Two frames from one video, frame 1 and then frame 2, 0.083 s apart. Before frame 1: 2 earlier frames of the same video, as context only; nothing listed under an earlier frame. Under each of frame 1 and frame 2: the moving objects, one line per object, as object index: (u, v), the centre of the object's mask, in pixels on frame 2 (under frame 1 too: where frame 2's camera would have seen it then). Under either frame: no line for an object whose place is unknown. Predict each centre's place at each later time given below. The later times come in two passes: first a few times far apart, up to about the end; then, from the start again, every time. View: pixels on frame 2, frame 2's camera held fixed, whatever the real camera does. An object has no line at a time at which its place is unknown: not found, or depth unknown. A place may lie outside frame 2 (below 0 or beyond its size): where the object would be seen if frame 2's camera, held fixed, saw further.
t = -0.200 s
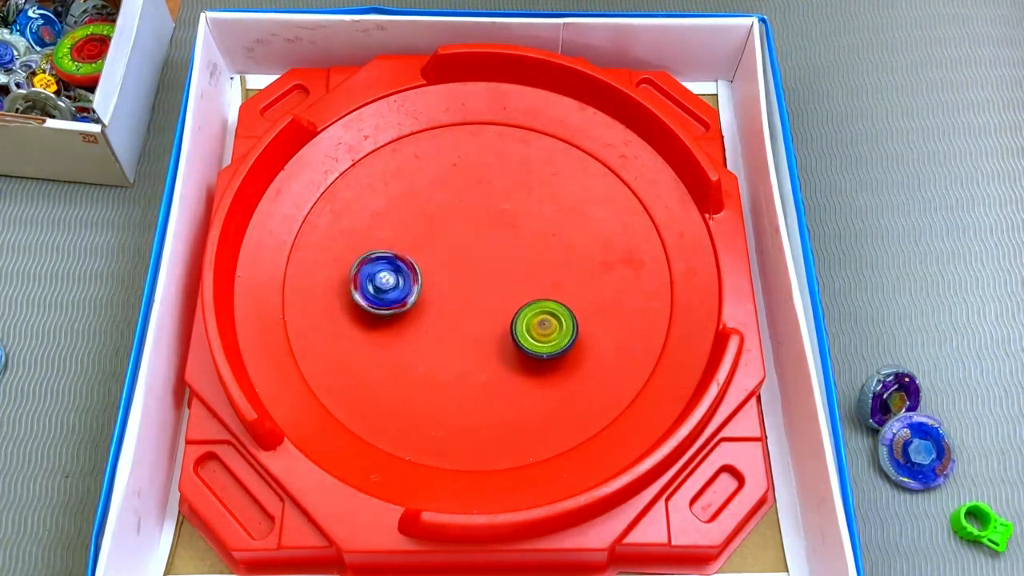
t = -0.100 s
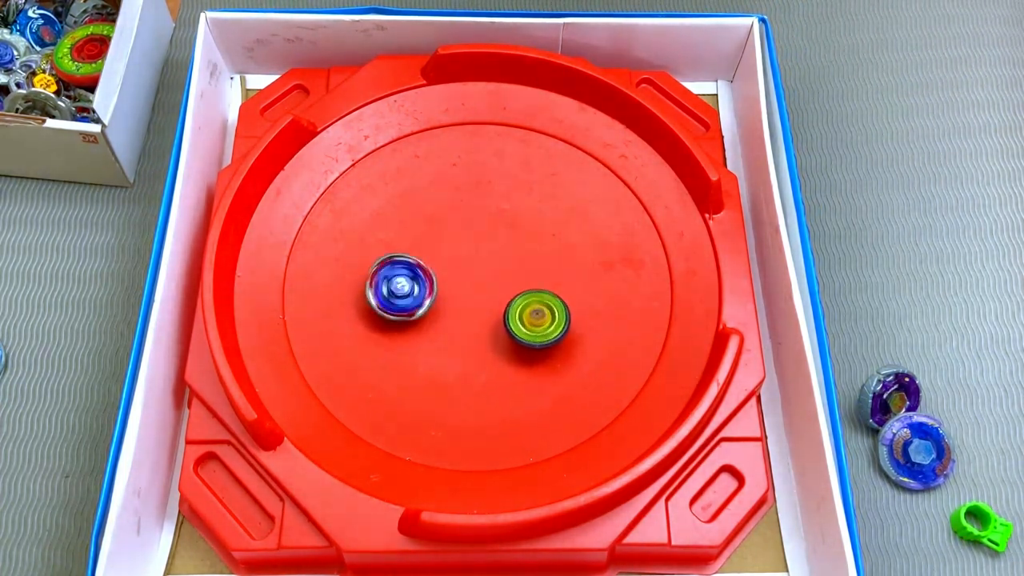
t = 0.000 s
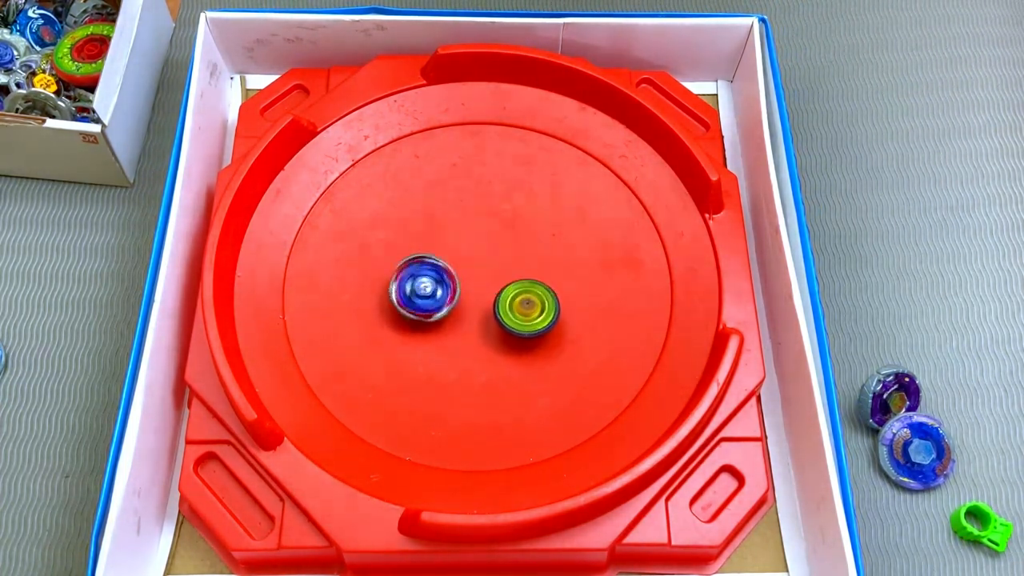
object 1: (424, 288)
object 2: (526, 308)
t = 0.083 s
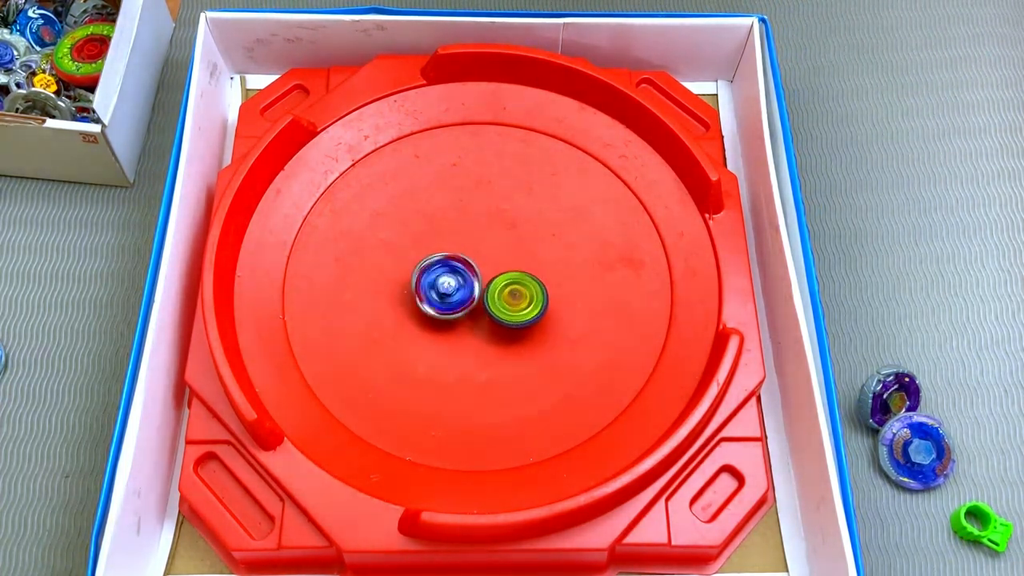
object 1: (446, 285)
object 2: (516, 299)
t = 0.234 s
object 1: (456, 261)
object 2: (532, 293)
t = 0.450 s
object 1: (457, 242)
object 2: (526, 281)
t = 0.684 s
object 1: (466, 242)
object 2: (510, 290)
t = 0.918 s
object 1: (474, 246)
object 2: (513, 320)
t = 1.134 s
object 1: (488, 261)
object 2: (501, 332)
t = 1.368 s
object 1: (501, 256)
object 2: (474, 378)
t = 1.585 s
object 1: (514, 238)
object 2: (457, 394)
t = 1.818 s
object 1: (504, 249)
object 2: (449, 370)
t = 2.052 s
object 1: (488, 268)
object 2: (441, 330)
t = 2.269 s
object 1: (493, 262)
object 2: (413, 325)
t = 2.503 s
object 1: (487, 267)
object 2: (427, 302)
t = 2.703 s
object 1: (499, 276)
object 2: (429, 295)
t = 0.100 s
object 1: (448, 283)
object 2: (517, 299)
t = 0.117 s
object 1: (451, 281)
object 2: (518, 298)
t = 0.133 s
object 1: (452, 278)
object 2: (522, 298)
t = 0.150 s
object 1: (454, 274)
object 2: (527, 298)
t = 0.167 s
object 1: (455, 272)
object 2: (529, 298)
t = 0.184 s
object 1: (455, 269)
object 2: (531, 297)
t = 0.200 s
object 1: (455, 267)
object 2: (531, 295)
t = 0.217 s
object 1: (455, 265)
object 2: (532, 294)
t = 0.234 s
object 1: (456, 261)
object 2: (532, 293)
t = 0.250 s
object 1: (457, 258)
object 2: (533, 291)
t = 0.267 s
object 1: (458, 256)
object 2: (533, 291)
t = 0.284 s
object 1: (458, 254)
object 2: (533, 289)
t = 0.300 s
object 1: (458, 251)
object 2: (532, 288)
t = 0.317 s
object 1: (458, 249)
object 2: (532, 287)
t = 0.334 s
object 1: (458, 247)
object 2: (531, 286)
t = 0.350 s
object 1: (458, 245)
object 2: (531, 285)
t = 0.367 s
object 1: (458, 245)
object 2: (530, 284)
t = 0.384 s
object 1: (457, 244)
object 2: (530, 283)
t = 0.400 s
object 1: (457, 243)
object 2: (529, 283)
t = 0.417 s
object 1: (457, 242)
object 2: (528, 282)
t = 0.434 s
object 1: (457, 242)
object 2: (527, 281)
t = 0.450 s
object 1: (457, 242)
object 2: (526, 281)
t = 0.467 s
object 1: (458, 241)
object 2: (524, 280)
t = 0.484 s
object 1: (460, 242)
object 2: (523, 280)
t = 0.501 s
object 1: (461, 243)
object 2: (522, 279)
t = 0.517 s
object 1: (461, 243)
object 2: (520, 279)
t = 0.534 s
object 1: (462, 244)
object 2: (518, 279)
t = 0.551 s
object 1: (462, 243)
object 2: (518, 281)
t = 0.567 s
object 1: (463, 242)
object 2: (517, 282)
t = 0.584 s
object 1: (463, 242)
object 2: (516, 283)
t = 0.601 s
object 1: (464, 242)
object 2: (515, 284)
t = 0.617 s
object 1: (464, 243)
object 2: (514, 285)
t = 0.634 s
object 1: (465, 243)
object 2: (513, 287)
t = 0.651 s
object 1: (465, 242)
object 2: (512, 288)
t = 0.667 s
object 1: (465, 243)
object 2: (511, 289)
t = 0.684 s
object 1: (466, 242)
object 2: (510, 290)
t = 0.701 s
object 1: (468, 243)
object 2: (509, 291)
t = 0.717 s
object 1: (469, 244)
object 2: (509, 294)
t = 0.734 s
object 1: (469, 242)
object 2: (510, 299)
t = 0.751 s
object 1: (469, 242)
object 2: (511, 303)
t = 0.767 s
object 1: (470, 241)
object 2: (512, 305)
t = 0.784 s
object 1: (469, 241)
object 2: (513, 307)
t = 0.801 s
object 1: (469, 241)
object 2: (513, 309)
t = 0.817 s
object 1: (470, 241)
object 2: (513, 311)
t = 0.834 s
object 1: (472, 242)
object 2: (513, 313)
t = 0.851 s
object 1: (472, 243)
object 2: (513, 314)
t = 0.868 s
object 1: (471, 244)
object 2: (513, 316)
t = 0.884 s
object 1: (472, 245)
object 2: (513, 317)
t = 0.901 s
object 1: (473, 245)
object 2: (513, 319)
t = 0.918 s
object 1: (474, 246)
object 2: (513, 320)
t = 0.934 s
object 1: (476, 246)
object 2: (512, 321)
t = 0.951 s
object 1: (478, 247)
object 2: (512, 322)
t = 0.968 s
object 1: (479, 249)
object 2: (512, 324)
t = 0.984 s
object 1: (480, 250)
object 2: (511, 324)
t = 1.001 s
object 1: (480, 251)
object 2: (510, 326)
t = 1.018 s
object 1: (480, 251)
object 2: (510, 326)
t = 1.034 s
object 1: (482, 252)
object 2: (509, 327)
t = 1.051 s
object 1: (484, 253)
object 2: (508, 328)
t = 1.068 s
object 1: (485, 255)
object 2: (507, 329)
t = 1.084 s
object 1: (485, 257)
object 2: (505, 329)
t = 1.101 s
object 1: (485, 258)
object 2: (504, 330)
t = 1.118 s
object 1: (486, 259)
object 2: (503, 331)
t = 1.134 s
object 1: (488, 261)
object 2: (501, 332)
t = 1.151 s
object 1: (489, 263)
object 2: (500, 332)
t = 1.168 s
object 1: (490, 265)
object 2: (498, 333)
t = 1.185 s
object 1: (490, 267)
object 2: (497, 333)
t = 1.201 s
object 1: (490, 268)
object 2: (496, 333)
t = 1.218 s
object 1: (491, 269)
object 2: (494, 333)
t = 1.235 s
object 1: (491, 272)
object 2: (493, 334)
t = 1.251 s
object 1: (493, 269)
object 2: (490, 340)
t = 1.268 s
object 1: (495, 266)
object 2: (486, 350)
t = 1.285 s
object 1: (497, 263)
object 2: (482, 358)
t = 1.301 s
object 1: (499, 262)
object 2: (479, 364)
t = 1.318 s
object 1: (499, 261)
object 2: (477, 369)
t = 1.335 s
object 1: (500, 260)
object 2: (475, 373)
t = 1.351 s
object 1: (501, 258)
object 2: (474, 375)
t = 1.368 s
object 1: (501, 256)
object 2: (474, 378)
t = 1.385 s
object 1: (502, 254)
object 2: (472, 380)
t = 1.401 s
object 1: (505, 252)
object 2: (471, 383)
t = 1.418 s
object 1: (507, 249)
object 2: (470, 385)
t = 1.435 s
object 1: (509, 248)
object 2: (469, 386)
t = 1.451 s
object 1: (510, 247)
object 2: (468, 388)
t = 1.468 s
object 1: (511, 246)
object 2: (466, 390)
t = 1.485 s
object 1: (512, 244)
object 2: (465, 391)
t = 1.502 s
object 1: (512, 243)
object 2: (464, 392)
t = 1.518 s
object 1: (513, 241)
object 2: (462, 393)
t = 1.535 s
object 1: (514, 240)
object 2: (461, 393)
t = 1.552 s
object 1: (514, 240)
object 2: (460, 394)
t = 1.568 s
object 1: (514, 239)
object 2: (458, 394)
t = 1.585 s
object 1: (514, 238)
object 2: (457, 394)
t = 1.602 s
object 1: (515, 237)
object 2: (456, 394)
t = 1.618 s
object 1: (515, 237)
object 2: (456, 393)
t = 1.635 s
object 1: (515, 236)
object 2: (455, 392)
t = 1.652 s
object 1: (515, 237)
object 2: (454, 391)
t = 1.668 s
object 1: (514, 237)
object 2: (453, 390)
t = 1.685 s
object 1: (513, 238)
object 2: (452, 389)
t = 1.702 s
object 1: (511, 239)
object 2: (452, 387)
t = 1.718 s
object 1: (510, 239)
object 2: (451, 386)
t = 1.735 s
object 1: (509, 239)
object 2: (450, 383)
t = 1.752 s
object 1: (509, 240)
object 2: (450, 381)
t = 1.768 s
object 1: (508, 242)
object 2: (449, 378)
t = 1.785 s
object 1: (507, 244)
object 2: (449, 375)
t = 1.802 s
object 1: (505, 247)
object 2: (449, 373)
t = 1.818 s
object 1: (504, 249)
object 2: (449, 370)
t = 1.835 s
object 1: (502, 251)
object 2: (449, 366)
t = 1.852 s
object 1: (501, 252)
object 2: (449, 363)
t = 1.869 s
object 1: (500, 253)
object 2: (449, 360)
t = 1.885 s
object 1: (500, 254)
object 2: (448, 356)
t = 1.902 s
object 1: (499, 256)
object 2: (448, 353)
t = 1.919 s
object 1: (498, 258)
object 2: (448, 350)
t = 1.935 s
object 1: (497, 261)
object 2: (447, 346)
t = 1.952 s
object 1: (495, 264)
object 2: (447, 343)
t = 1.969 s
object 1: (492, 267)
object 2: (447, 339)
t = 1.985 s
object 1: (490, 270)
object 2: (447, 335)
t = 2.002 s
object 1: (488, 271)
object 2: (448, 332)
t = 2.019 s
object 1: (486, 273)
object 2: (448, 328)
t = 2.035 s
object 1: (485, 273)
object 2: (447, 326)
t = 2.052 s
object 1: (488, 268)
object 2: (441, 330)
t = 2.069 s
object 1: (492, 266)
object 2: (435, 333)
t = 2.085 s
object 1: (497, 265)
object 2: (430, 336)
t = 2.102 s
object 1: (499, 265)
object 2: (427, 336)
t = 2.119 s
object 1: (500, 267)
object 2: (423, 335)
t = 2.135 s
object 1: (500, 268)
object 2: (420, 334)
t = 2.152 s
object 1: (498, 270)
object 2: (418, 333)
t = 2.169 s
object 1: (496, 271)
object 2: (417, 332)
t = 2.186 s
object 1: (493, 271)
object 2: (415, 331)
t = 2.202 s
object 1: (492, 269)
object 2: (415, 329)
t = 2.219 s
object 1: (490, 267)
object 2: (415, 328)
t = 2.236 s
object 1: (490, 265)
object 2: (414, 327)
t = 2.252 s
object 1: (491, 263)
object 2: (414, 326)
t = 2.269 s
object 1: (493, 262)
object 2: (413, 325)
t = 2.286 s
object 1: (496, 262)
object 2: (414, 323)
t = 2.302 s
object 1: (497, 263)
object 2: (414, 322)
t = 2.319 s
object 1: (498, 265)
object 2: (414, 320)
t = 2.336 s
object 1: (498, 267)
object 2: (415, 319)
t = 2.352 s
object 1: (497, 269)
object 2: (415, 317)
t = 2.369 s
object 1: (494, 271)
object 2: (416, 316)
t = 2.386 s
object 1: (491, 271)
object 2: (417, 314)
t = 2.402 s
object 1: (488, 271)
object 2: (418, 312)
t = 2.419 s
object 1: (486, 270)
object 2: (419, 310)
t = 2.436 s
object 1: (485, 268)
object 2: (420, 309)
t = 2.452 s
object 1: (486, 266)
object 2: (422, 307)
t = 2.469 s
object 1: (486, 266)
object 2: (423, 306)
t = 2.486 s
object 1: (487, 266)
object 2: (425, 304)
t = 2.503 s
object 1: (487, 267)
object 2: (427, 302)
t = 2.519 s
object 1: (487, 269)
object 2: (428, 301)
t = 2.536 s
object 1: (488, 271)
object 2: (428, 300)
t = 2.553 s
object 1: (490, 272)
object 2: (428, 299)
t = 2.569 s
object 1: (492, 274)
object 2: (425, 300)
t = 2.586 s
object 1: (494, 276)
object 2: (424, 299)
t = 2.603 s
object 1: (496, 278)
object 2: (424, 299)
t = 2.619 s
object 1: (497, 279)
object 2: (425, 299)
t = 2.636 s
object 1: (497, 279)
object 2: (425, 298)
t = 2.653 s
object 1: (498, 278)
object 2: (426, 297)
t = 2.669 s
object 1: (498, 277)
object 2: (427, 297)
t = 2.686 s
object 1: (498, 277)
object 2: (428, 296)
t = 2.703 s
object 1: (499, 276)
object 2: (429, 295)
